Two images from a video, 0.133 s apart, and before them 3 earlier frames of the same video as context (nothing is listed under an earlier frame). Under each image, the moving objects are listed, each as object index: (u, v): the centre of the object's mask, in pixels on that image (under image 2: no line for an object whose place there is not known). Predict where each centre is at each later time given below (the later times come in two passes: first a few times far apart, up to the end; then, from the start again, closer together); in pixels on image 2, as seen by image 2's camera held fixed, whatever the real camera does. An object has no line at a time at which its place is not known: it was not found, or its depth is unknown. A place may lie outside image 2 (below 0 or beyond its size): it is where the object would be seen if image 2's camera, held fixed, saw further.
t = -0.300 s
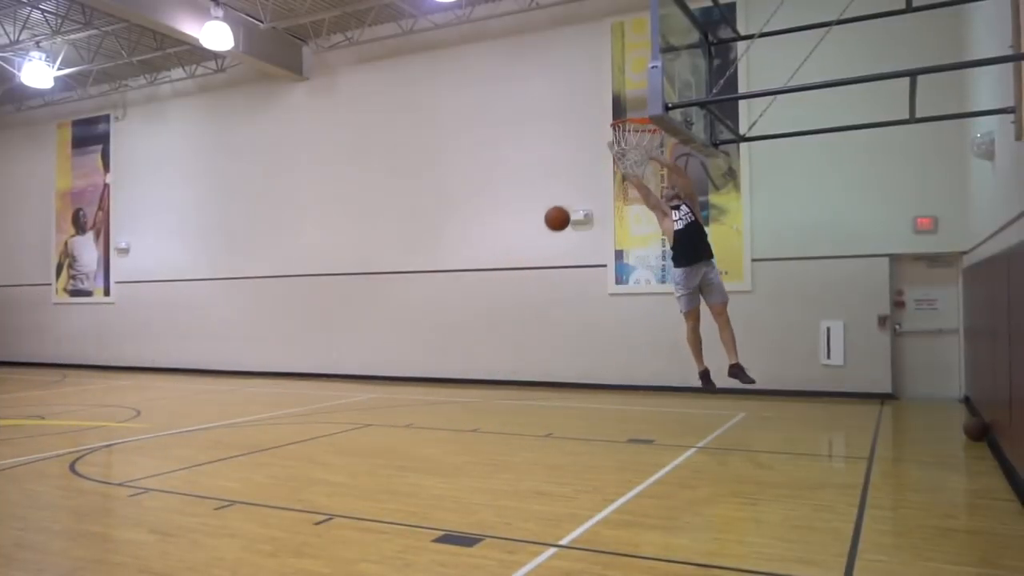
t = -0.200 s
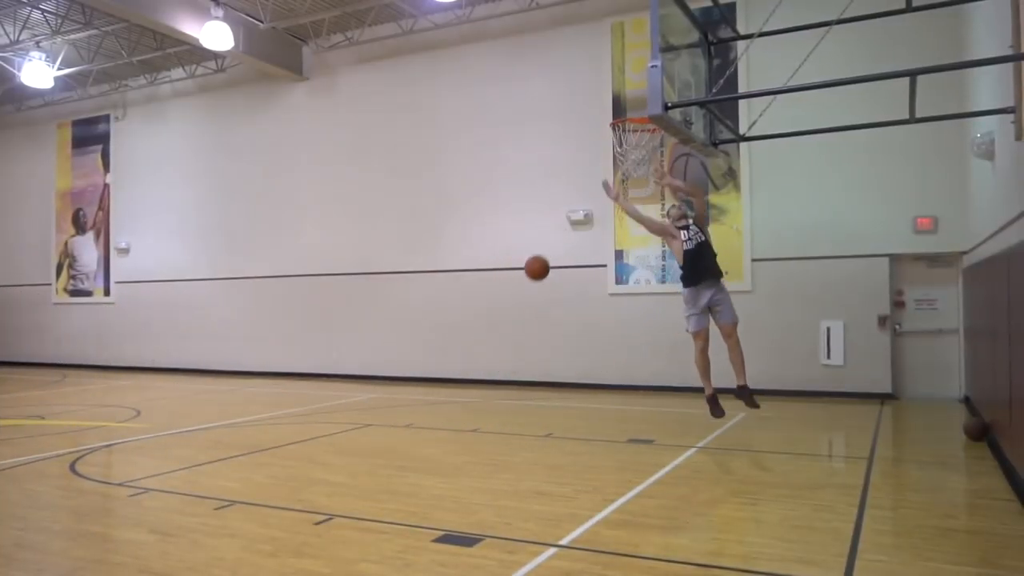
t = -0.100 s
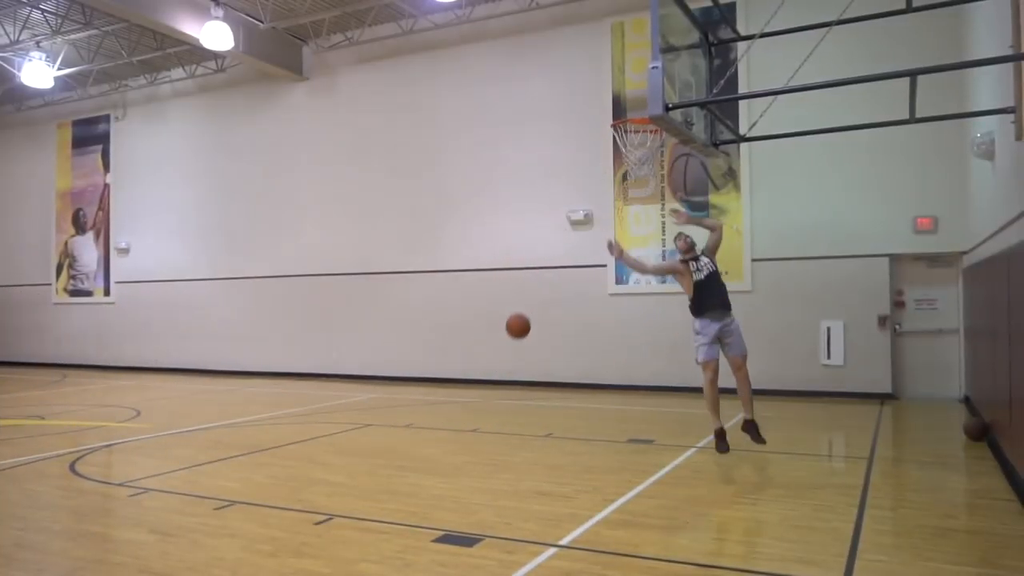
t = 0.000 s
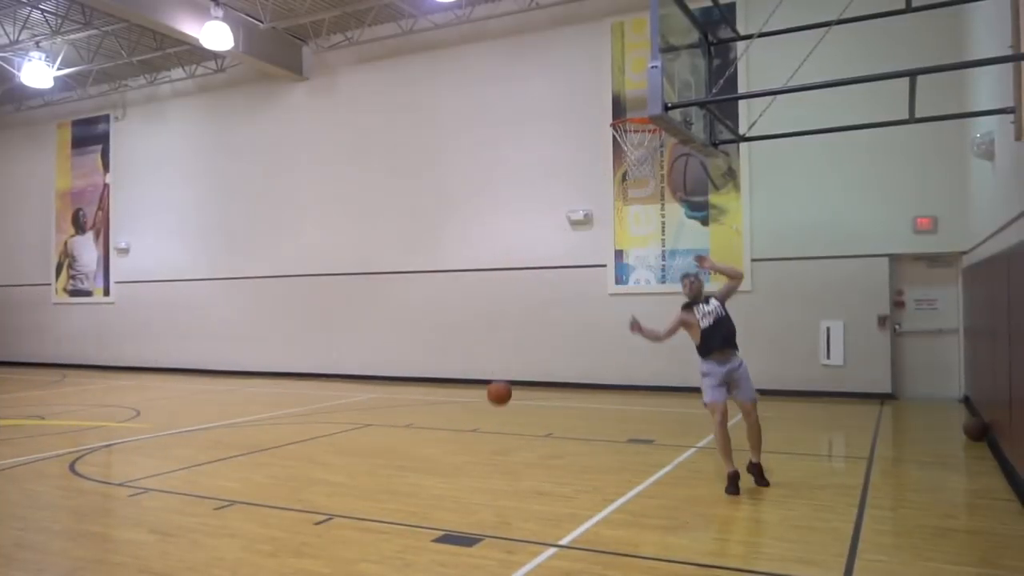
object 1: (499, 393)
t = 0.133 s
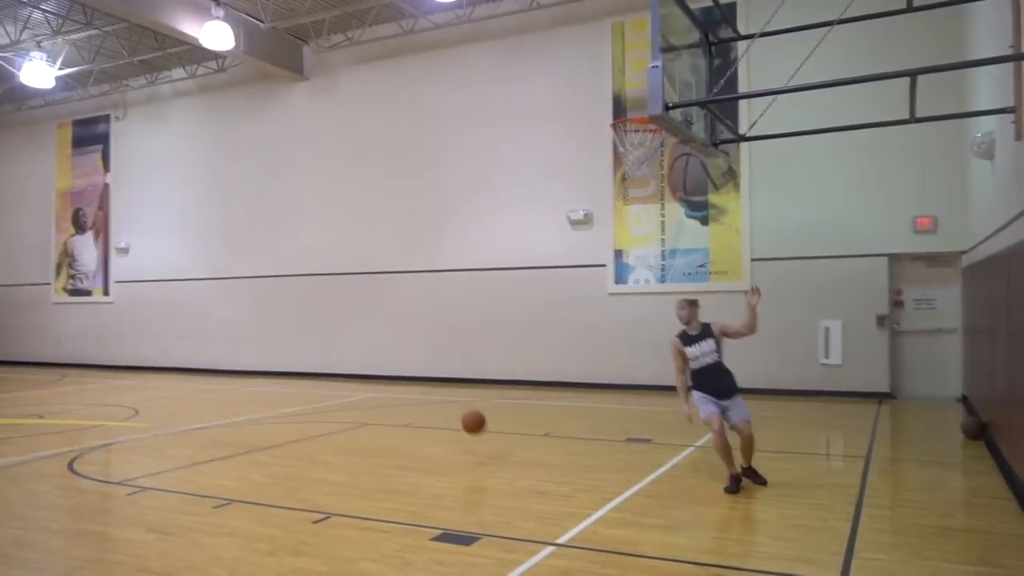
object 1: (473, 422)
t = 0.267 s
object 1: (449, 360)
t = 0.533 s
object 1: (401, 293)
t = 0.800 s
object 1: (357, 294)
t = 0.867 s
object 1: (346, 305)
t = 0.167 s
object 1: (468, 405)
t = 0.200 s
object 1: (462, 389)
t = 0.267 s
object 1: (449, 360)
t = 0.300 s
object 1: (443, 348)
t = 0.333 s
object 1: (437, 336)
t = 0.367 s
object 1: (431, 326)
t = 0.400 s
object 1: (425, 317)
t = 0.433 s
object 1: (419, 309)
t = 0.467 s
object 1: (413, 303)
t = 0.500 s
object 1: (407, 297)
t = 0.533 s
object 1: (401, 293)
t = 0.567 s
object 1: (395, 289)
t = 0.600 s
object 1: (390, 287)
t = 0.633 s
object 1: (384, 286)
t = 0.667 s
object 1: (378, 286)
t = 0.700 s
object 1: (373, 286)
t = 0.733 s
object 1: (368, 288)
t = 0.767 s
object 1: (362, 291)
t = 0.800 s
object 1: (357, 294)
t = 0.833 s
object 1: (352, 299)
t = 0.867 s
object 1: (346, 305)
